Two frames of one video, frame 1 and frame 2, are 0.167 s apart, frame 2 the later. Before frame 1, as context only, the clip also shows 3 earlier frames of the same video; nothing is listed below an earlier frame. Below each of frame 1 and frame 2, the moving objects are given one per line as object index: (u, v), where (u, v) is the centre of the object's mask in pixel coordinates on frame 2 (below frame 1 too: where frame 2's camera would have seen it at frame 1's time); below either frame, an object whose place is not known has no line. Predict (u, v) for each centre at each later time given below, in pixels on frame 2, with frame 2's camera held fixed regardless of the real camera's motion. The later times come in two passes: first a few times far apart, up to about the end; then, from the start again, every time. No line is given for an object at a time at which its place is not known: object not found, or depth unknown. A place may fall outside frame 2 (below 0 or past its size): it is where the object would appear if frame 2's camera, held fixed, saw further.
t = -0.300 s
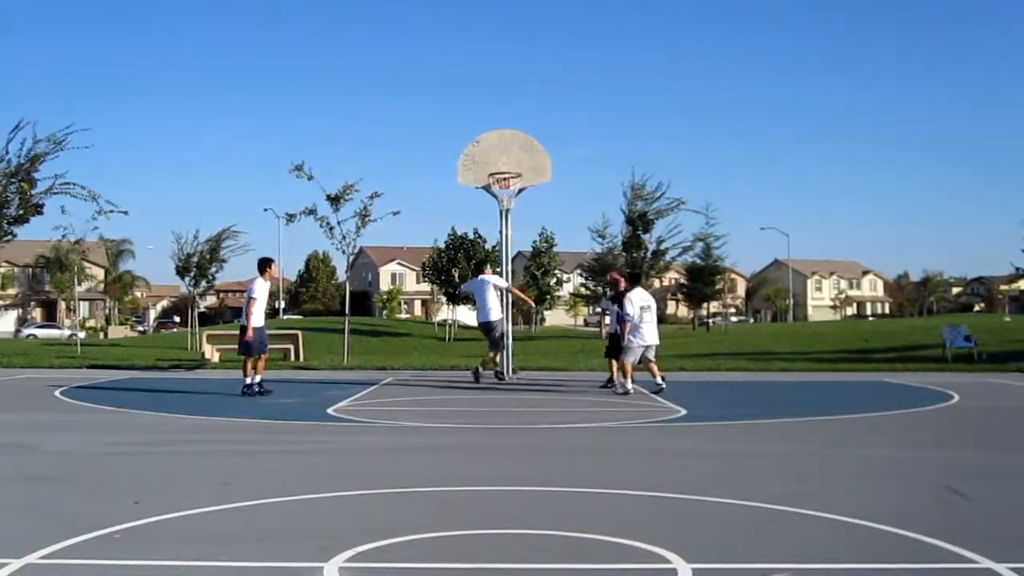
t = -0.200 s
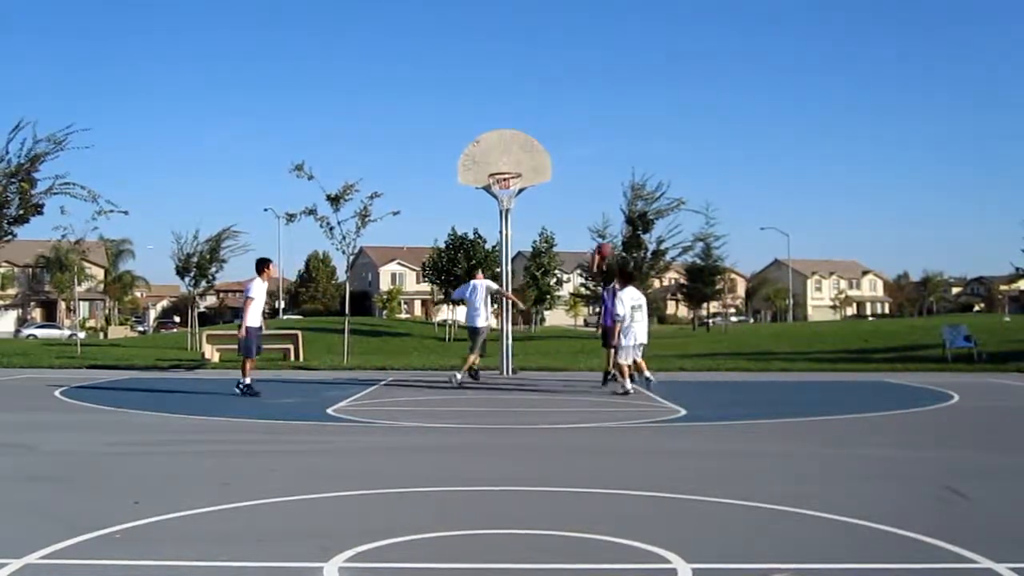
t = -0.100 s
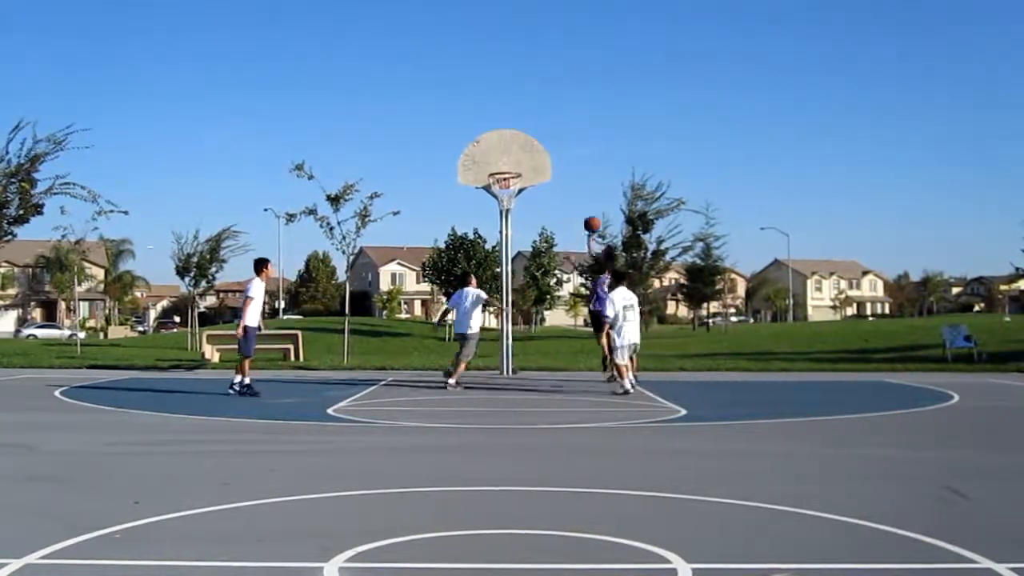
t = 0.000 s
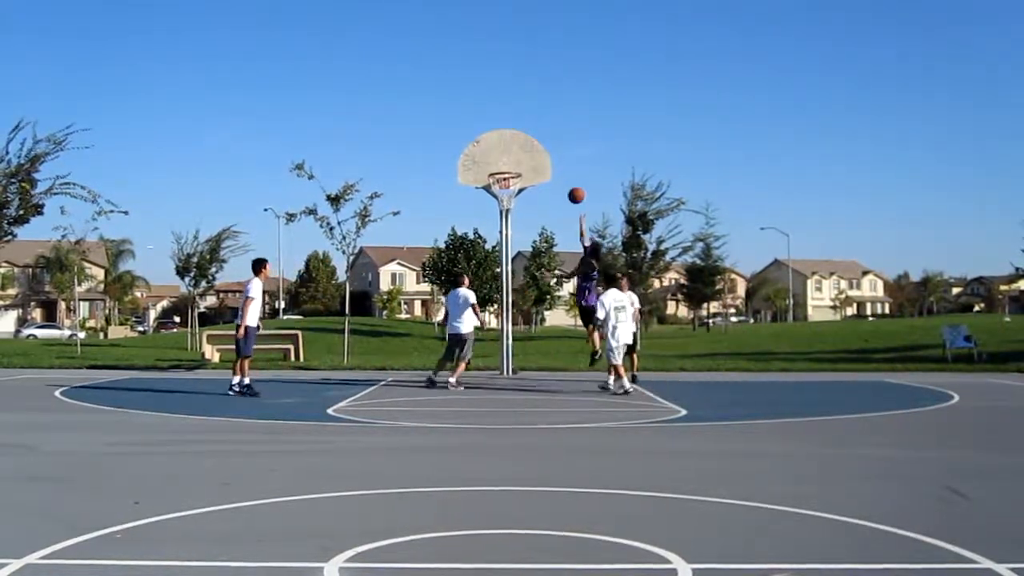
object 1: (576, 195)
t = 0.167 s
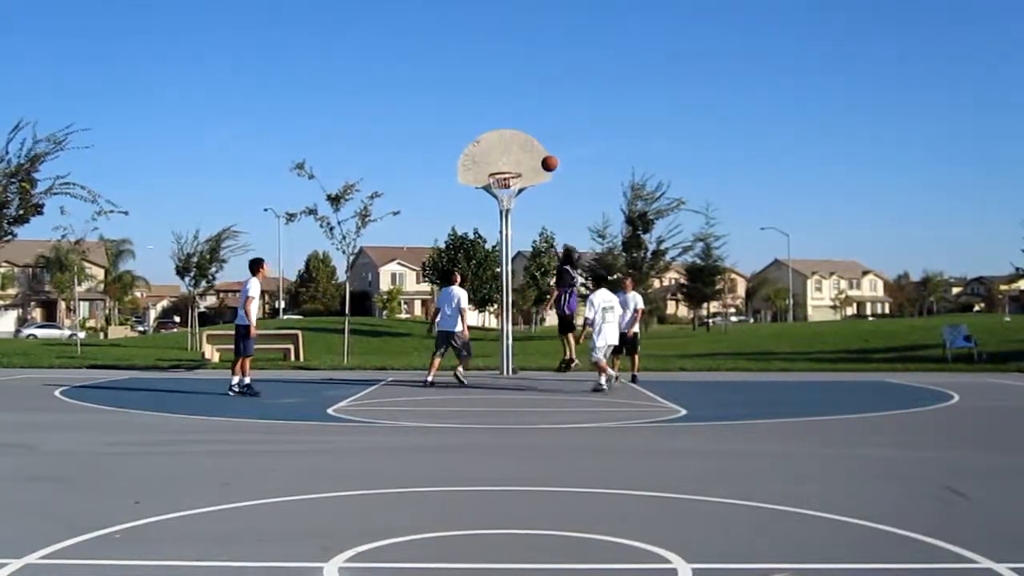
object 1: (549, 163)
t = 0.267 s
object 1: (532, 153)
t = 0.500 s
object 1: (503, 154)
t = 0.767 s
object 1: (498, 157)
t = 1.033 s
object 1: (514, 170)
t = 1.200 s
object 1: (523, 205)
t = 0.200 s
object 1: (543, 159)
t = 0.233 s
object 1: (538, 156)
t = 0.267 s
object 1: (532, 153)
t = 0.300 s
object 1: (528, 151)
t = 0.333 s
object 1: (522, 151)
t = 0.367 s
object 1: (517, 151)
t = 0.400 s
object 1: (513, 151)
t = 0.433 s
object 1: (509, 151)
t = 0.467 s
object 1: (506, 152)
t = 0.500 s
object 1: (503, 154)
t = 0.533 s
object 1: (500, 156)
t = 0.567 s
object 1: (497, 160)
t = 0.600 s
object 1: (494, 164)
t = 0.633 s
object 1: (491, 168)
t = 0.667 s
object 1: (493, 164)
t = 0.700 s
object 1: (495, 161)
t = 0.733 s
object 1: (497, 158)
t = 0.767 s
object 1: (498, 157)
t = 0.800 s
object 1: (500, 156)
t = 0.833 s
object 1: (502, 156)
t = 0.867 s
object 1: (504, 156)
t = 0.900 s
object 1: (506, 158)
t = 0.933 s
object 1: (508, 160)
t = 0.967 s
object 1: (510, 163)
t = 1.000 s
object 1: (512, 166)
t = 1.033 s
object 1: (514, 170)
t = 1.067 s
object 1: (516, 176)
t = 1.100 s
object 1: (518, 182)
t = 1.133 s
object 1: (520, 189)
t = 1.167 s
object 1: (522, 196)
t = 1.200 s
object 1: (523, 205)
